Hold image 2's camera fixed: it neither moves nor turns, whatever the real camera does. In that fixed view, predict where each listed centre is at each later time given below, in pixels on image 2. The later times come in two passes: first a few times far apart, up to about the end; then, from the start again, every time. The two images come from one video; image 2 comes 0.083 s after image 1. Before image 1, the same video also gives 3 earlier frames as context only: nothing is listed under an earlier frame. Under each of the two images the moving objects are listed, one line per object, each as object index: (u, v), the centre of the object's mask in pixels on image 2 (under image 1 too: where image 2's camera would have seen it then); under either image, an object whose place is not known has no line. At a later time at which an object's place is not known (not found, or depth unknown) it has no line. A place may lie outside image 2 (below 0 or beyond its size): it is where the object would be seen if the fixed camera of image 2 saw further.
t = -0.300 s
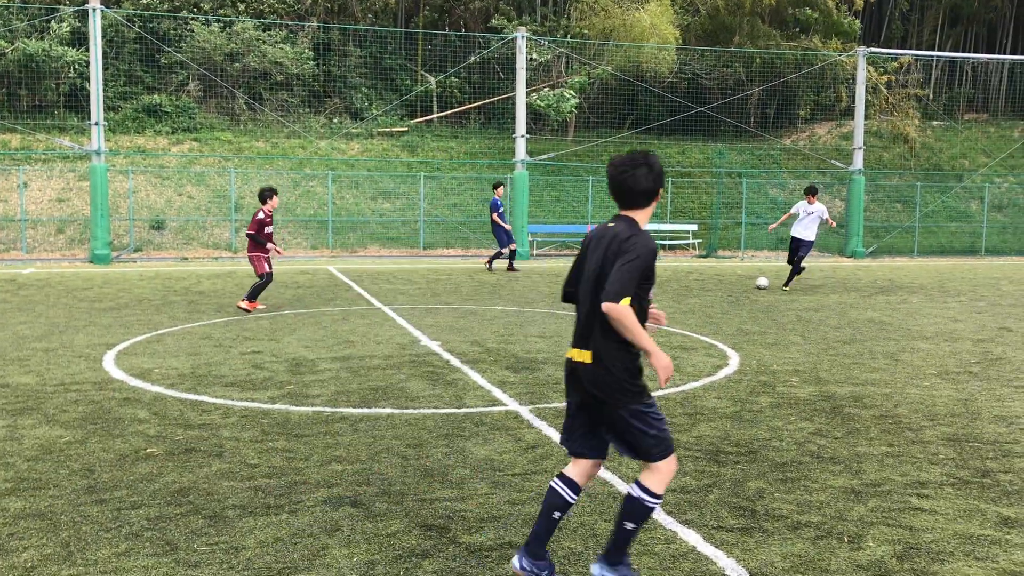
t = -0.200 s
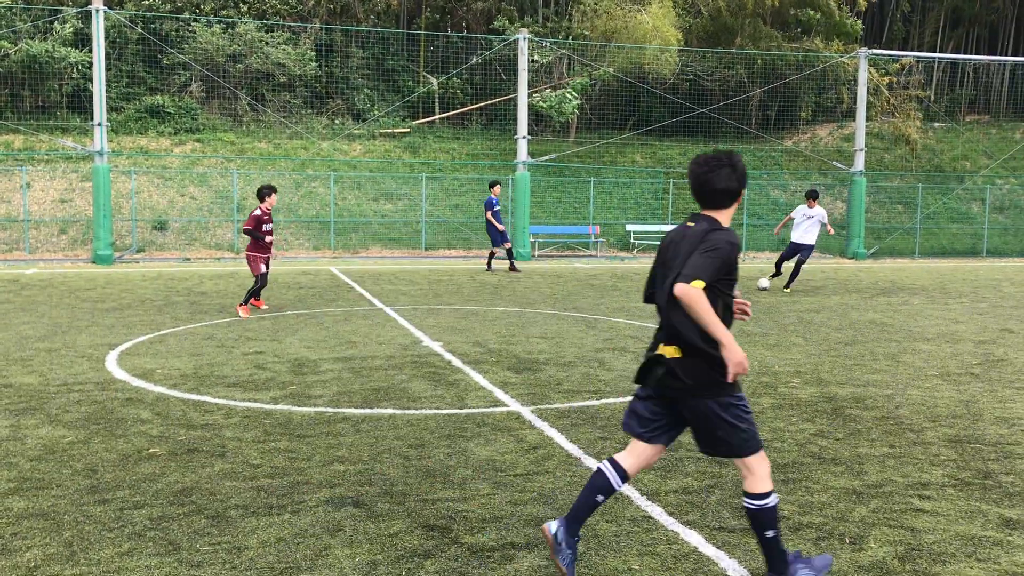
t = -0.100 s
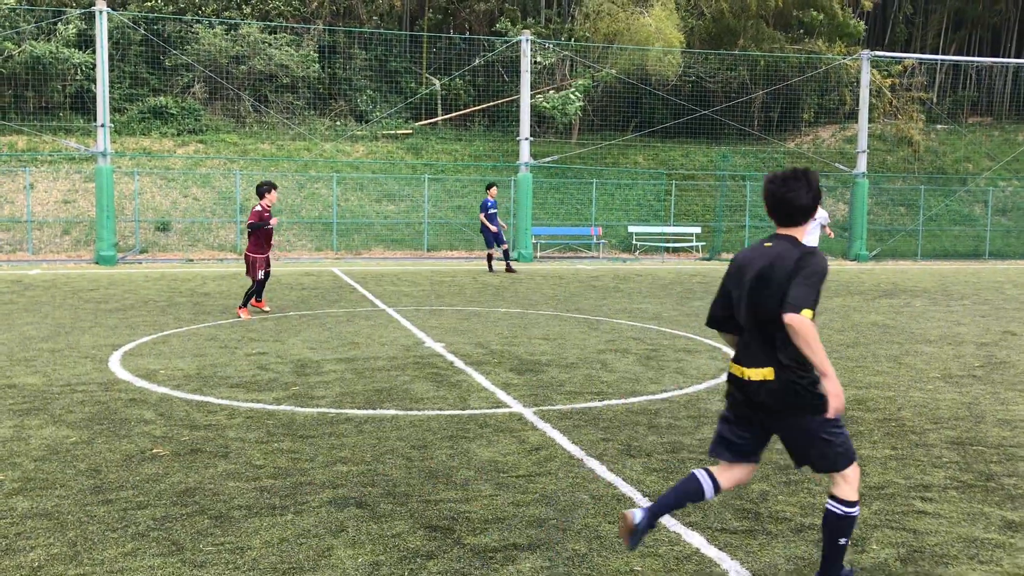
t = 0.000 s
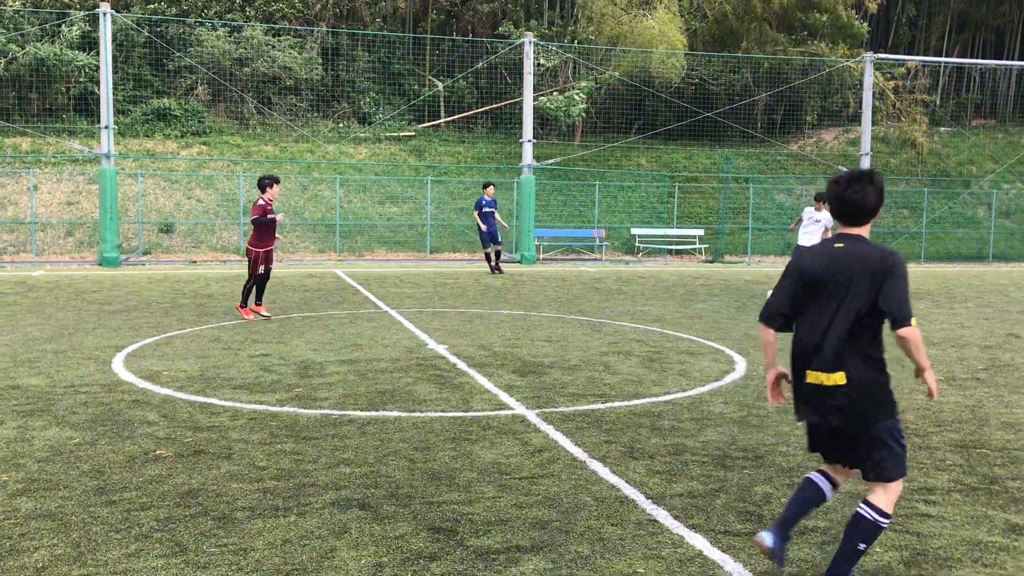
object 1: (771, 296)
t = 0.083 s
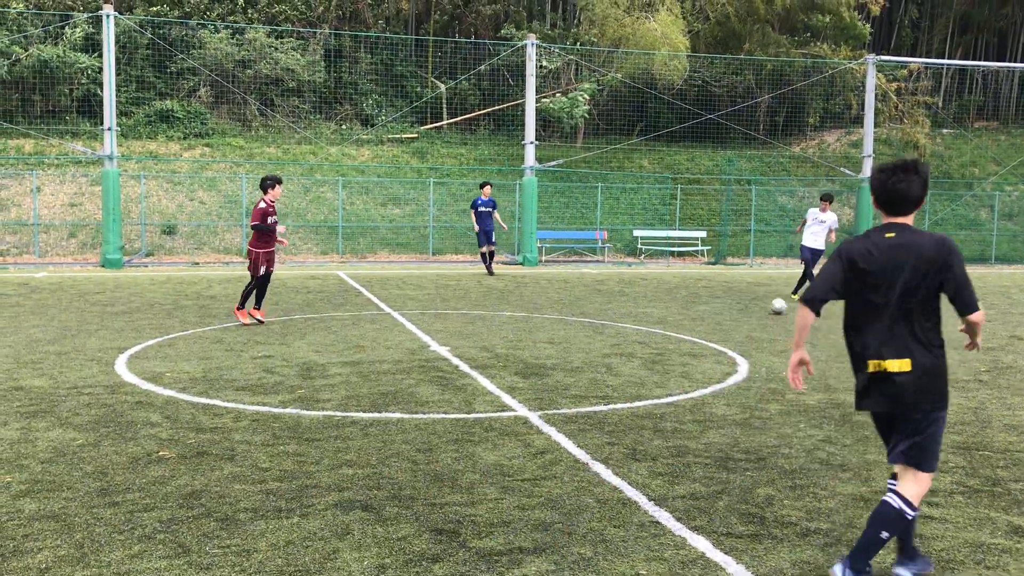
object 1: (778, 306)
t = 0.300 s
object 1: (789, 327)
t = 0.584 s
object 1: (804, 354)
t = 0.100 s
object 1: (779, 307)
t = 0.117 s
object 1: (780, 309)
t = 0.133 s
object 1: (780, 310)
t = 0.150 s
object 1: (782, 312)
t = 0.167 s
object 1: (782, 314)
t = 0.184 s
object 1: (783, 316)
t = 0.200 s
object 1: (783, 318)
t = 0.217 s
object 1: (784, 319)
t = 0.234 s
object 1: (785, 320)
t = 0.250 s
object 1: (786, 322)
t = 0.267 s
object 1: (787, 323)
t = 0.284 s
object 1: (787, 325)
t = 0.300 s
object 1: (789, 327)
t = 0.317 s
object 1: (789, 328)
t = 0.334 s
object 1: (790, 330)
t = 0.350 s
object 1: (791, 332)
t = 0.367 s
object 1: (792, 333)
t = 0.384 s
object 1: (792, 335)
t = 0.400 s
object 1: (793, 336)
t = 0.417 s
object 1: (794, 338)
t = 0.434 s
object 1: (795, 339)
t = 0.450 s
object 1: (797, 341)
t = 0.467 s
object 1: (798, 343)
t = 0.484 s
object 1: (799, 345)
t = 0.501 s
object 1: (799, 346)
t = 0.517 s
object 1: (801, 347)
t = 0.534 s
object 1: (801, 349)
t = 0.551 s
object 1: (802, 350)
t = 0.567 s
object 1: (803, 352)
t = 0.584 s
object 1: (804, 354)
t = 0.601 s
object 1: (805, 357)
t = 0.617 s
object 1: (806, 360)
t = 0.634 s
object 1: (807, 361)
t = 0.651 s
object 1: (809, 363)
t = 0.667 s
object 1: (810, 365)
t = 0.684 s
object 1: (811, 367)
